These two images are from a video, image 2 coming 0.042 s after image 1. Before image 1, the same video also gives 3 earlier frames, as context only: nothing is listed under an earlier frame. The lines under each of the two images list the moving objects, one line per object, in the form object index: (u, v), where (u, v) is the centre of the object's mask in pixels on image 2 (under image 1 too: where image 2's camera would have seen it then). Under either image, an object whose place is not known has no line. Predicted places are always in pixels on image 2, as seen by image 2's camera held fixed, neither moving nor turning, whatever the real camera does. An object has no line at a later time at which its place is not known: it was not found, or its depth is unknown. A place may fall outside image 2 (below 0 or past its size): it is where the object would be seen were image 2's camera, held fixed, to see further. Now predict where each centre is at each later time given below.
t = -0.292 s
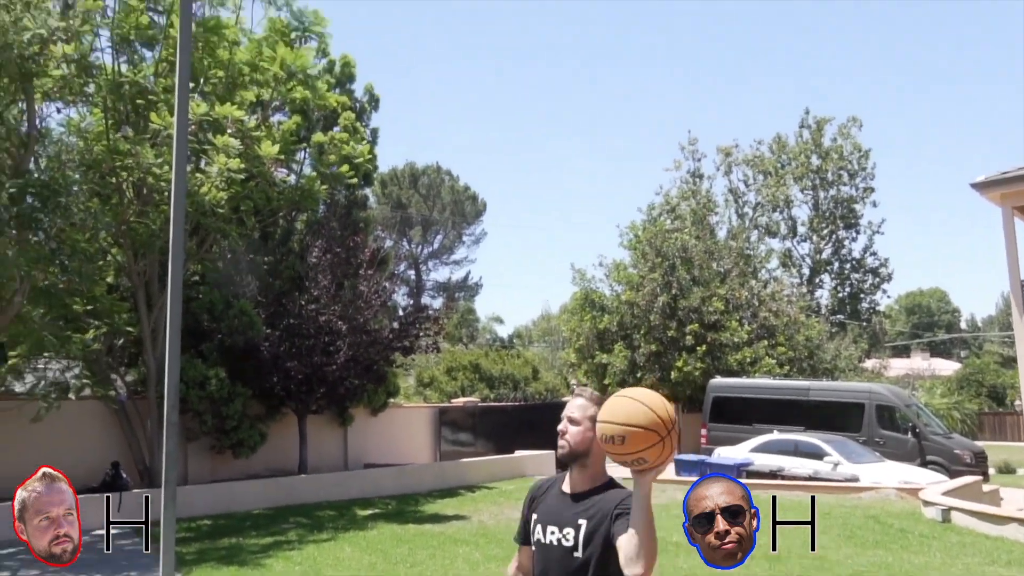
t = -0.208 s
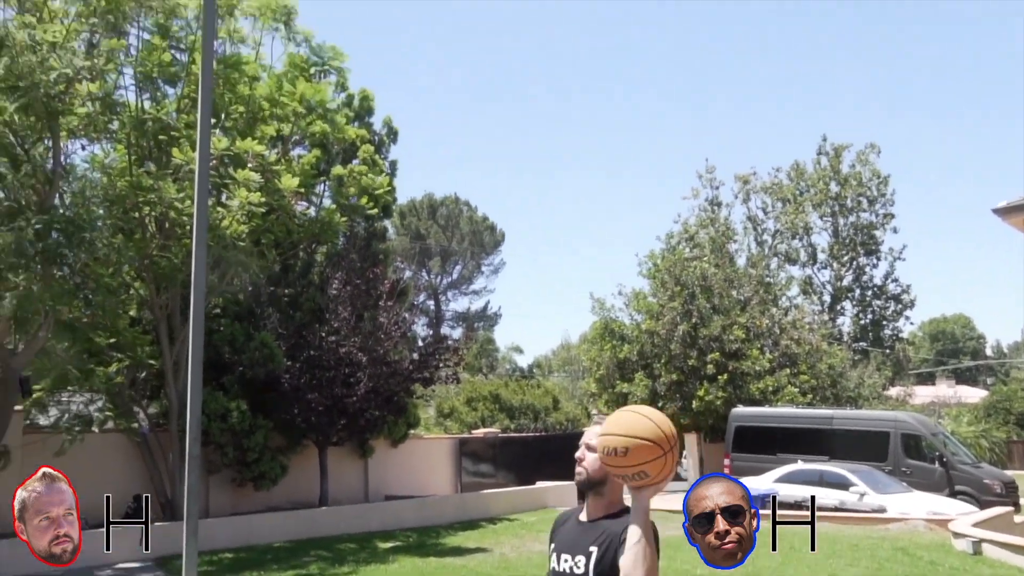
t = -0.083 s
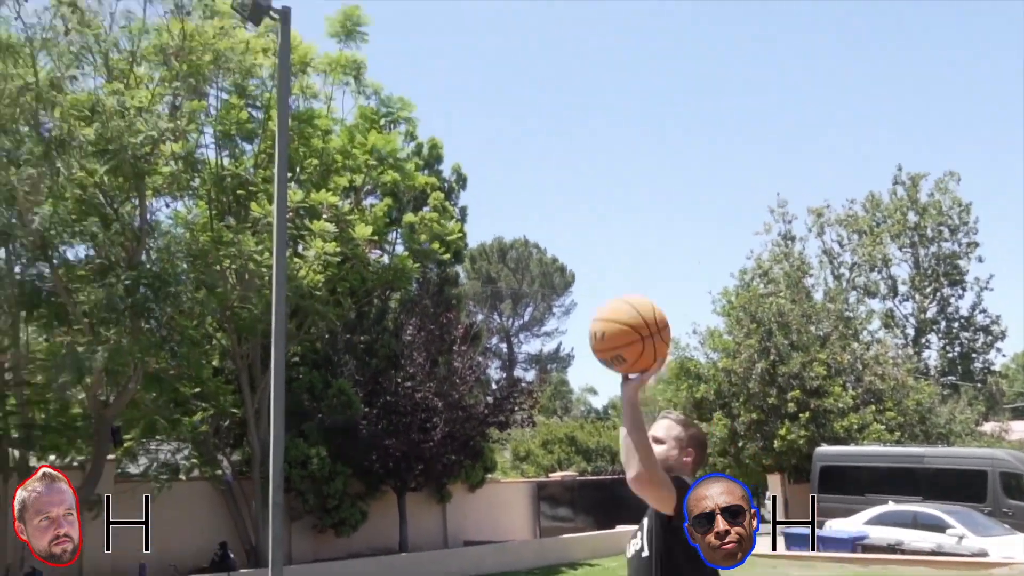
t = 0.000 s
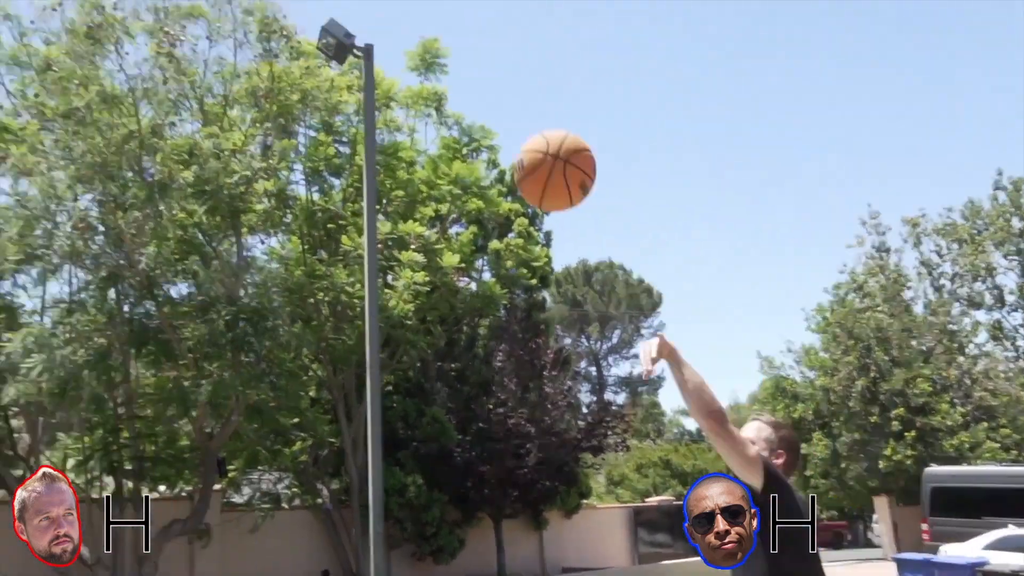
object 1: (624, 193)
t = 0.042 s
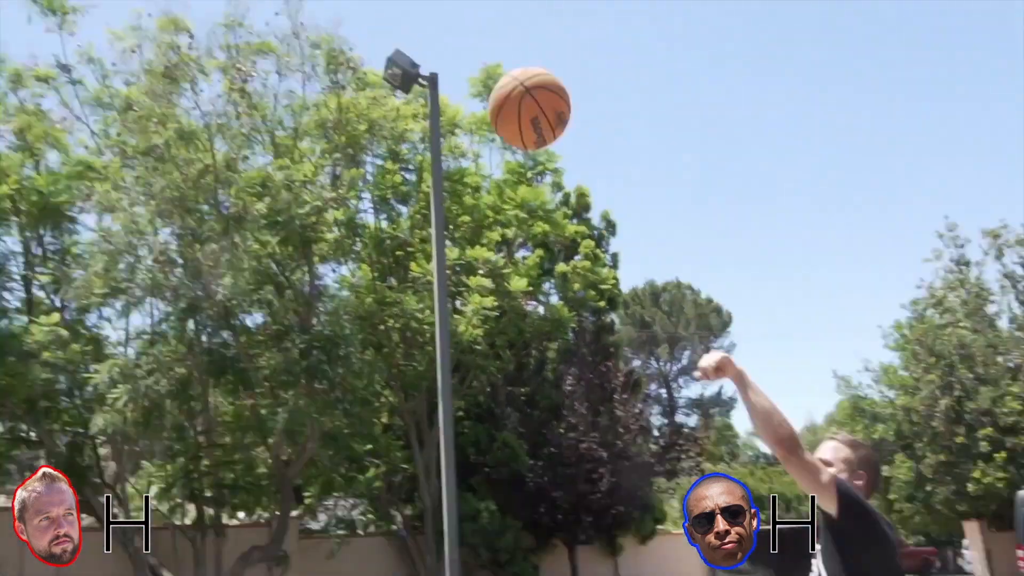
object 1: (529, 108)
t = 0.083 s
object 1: (439, 29)
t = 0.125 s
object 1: (351, -42)
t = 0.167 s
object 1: (263, -105)
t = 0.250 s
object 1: (97, -207)
